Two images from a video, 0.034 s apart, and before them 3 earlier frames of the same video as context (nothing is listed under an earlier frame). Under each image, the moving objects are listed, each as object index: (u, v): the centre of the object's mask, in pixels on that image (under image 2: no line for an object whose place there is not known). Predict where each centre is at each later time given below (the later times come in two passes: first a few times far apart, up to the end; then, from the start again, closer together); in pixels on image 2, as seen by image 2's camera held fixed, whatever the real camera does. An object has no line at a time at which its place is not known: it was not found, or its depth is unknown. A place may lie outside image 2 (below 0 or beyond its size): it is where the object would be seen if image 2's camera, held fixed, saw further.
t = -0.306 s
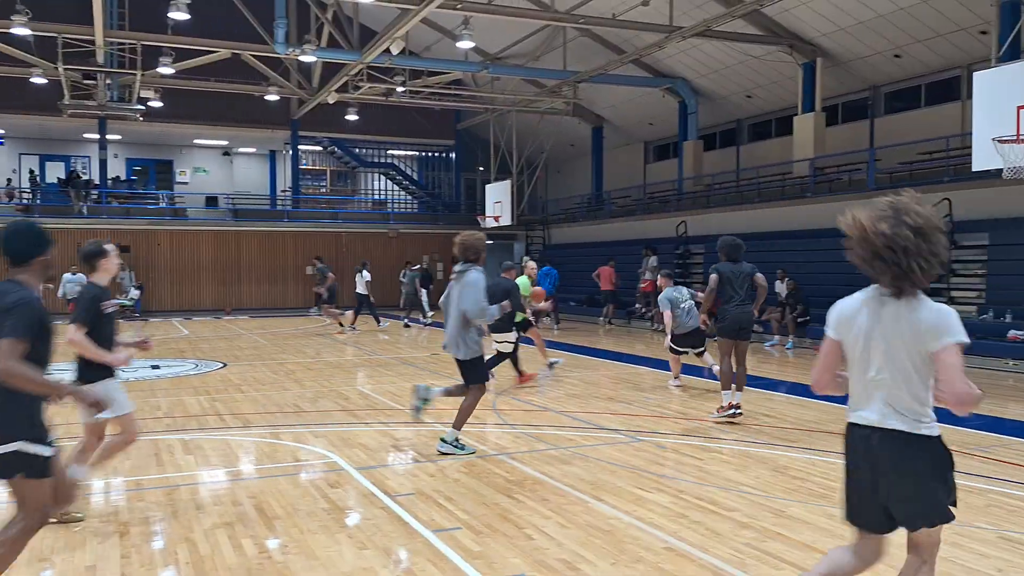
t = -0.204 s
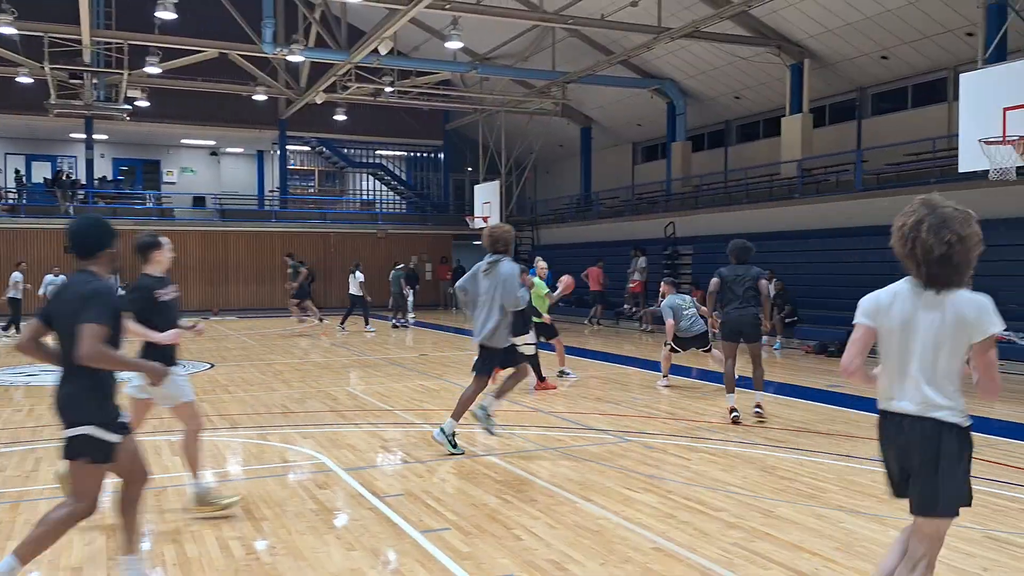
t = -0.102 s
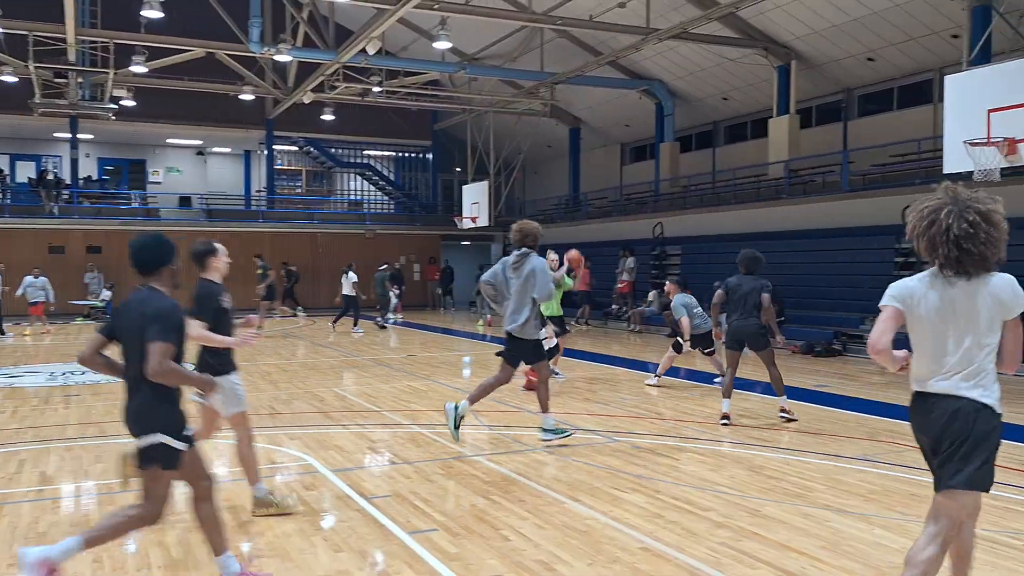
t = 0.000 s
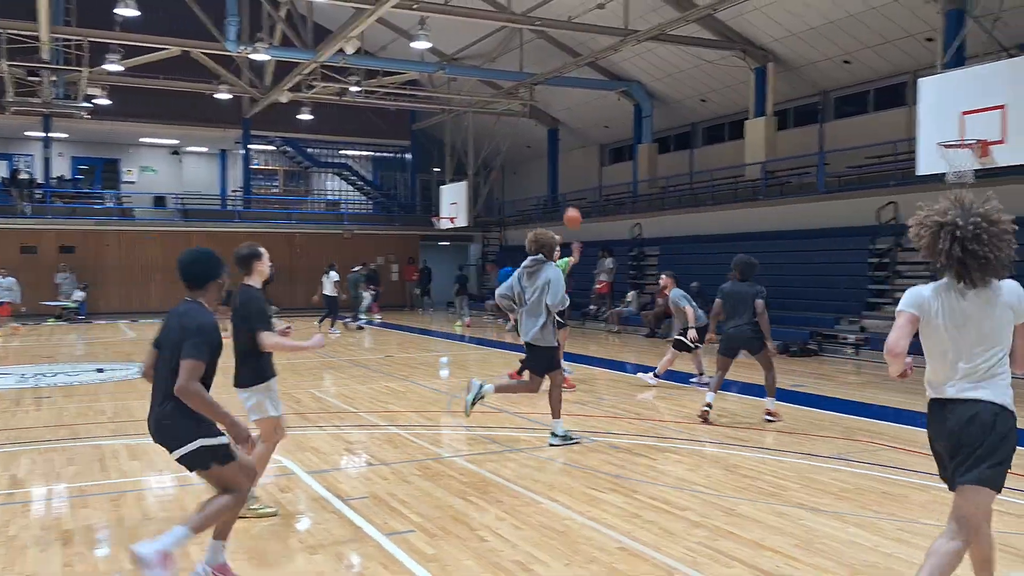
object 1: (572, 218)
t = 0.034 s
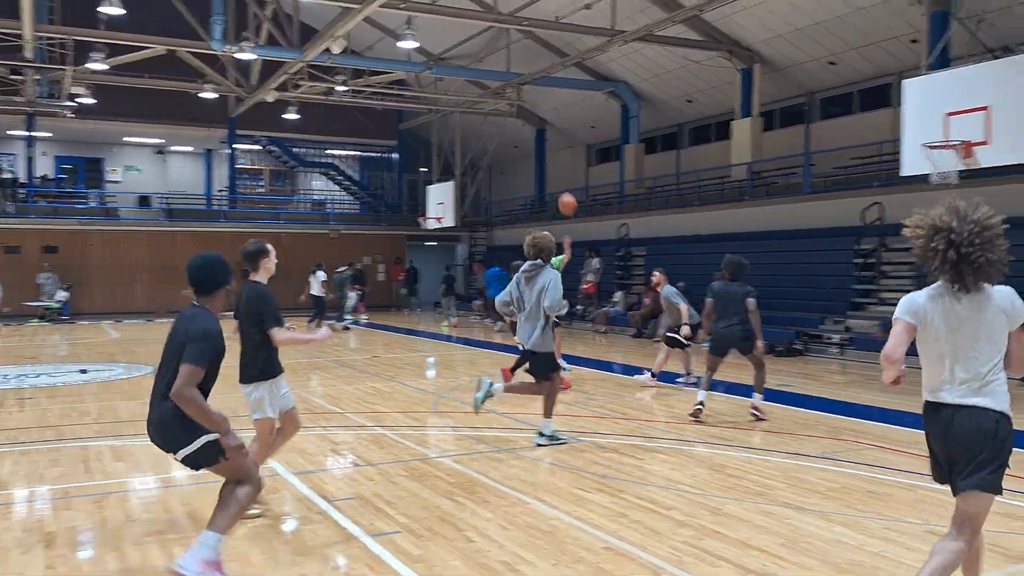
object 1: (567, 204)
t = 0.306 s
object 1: (644, 96)
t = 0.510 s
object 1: (726, 30)
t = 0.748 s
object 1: (871, -10)
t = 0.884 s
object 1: (998, -13)
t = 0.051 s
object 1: (572, 197)
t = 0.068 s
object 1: (576, 190)
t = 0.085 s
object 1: (580, 183)
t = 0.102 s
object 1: (585, 176)
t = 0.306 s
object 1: (644, 96)
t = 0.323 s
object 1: (650, 90)
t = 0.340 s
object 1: (657, 84)
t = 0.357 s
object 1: (663, 77)
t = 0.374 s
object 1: (669, 71)
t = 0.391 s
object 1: (676, 66)
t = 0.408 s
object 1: (681, 61)
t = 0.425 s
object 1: (689, 54)
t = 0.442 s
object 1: (697, 49)
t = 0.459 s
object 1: (704, 44)
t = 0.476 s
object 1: (711, 40)
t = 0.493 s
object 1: (718, 35)
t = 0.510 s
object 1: (726, 30)
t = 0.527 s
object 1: (734, 26)
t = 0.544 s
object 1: (743, 21)
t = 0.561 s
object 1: (751, 16)
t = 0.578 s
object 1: (760, 13)
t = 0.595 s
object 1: (770, 9)
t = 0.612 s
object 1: (779, 6)
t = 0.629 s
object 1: (792, 3)
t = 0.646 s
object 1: (803, 0)
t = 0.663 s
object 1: (815, -2)
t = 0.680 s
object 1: (826, -4)
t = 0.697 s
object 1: (836, -6)
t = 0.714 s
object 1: (847, -8)
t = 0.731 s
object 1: (859, -9)
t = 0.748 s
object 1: (871, -10)
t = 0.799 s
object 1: (916, -14)
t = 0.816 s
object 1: (930, -14)
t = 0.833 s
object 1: (947, -15)
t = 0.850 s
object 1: (963, -15)
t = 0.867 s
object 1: (981, -15)
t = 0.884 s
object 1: (998, -13)
